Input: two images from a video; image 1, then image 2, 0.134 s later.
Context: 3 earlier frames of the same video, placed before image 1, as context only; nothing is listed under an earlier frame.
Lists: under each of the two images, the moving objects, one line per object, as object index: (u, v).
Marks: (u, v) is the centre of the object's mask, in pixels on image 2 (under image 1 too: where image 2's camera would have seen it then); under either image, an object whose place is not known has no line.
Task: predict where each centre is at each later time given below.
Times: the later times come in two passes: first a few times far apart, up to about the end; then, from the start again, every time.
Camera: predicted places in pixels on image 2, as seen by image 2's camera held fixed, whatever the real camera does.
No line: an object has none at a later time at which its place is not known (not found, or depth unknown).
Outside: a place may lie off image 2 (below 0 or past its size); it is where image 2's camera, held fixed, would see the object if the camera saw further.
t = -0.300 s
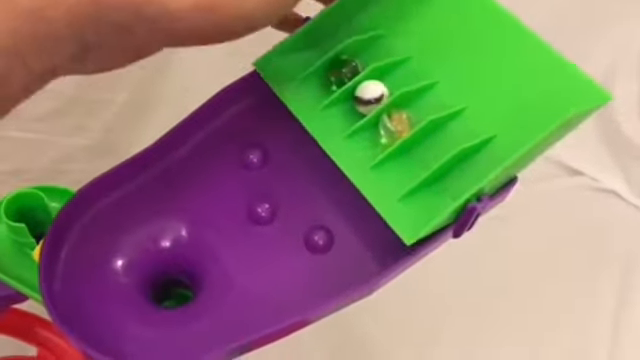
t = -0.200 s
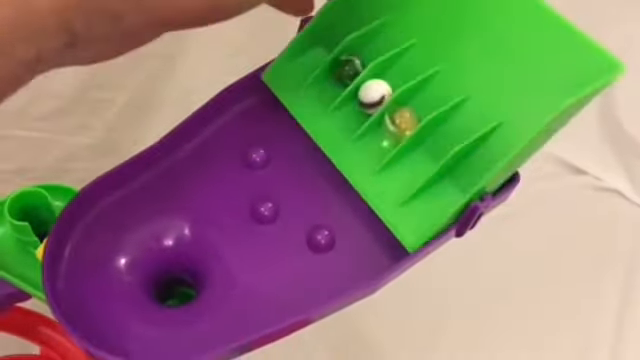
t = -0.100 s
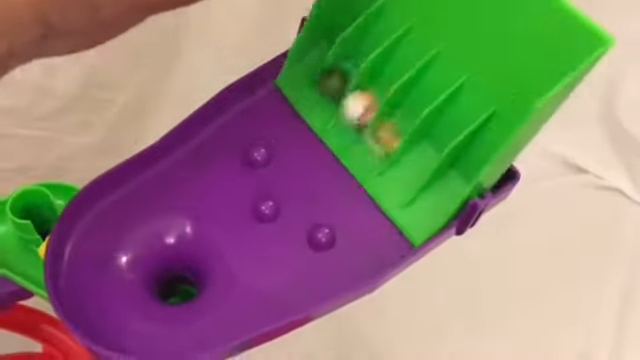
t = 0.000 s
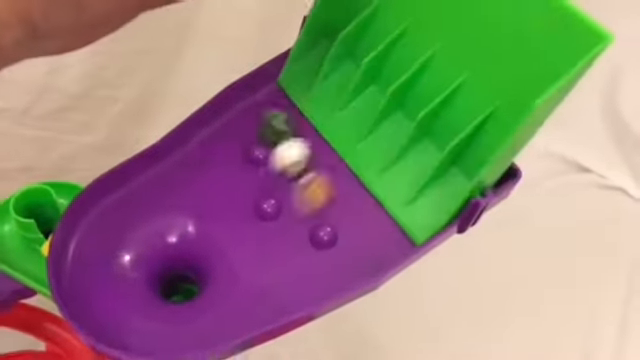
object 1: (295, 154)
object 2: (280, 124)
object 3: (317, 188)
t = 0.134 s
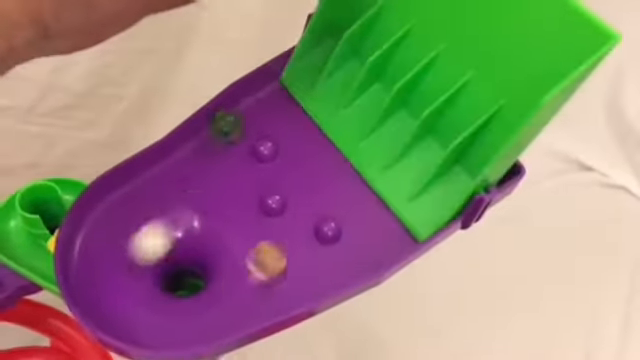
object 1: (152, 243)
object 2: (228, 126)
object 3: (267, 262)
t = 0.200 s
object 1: (104, 303)
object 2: (197, 149)
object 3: (222, 301)
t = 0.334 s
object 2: (132, 200)
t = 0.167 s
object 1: (124, 271)
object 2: (213, 136)
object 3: (245, 281)
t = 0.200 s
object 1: (104, 303)
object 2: (197, 149)
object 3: (222, 301)
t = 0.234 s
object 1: (122, 307)
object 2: (182, 160)
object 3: (199, 318)
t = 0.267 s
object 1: (137, 309)
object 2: (164, 173)
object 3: (173, 332)
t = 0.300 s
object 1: (135, 298)
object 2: (146, 185)
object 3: (178, 329)
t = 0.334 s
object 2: (132, 200)
